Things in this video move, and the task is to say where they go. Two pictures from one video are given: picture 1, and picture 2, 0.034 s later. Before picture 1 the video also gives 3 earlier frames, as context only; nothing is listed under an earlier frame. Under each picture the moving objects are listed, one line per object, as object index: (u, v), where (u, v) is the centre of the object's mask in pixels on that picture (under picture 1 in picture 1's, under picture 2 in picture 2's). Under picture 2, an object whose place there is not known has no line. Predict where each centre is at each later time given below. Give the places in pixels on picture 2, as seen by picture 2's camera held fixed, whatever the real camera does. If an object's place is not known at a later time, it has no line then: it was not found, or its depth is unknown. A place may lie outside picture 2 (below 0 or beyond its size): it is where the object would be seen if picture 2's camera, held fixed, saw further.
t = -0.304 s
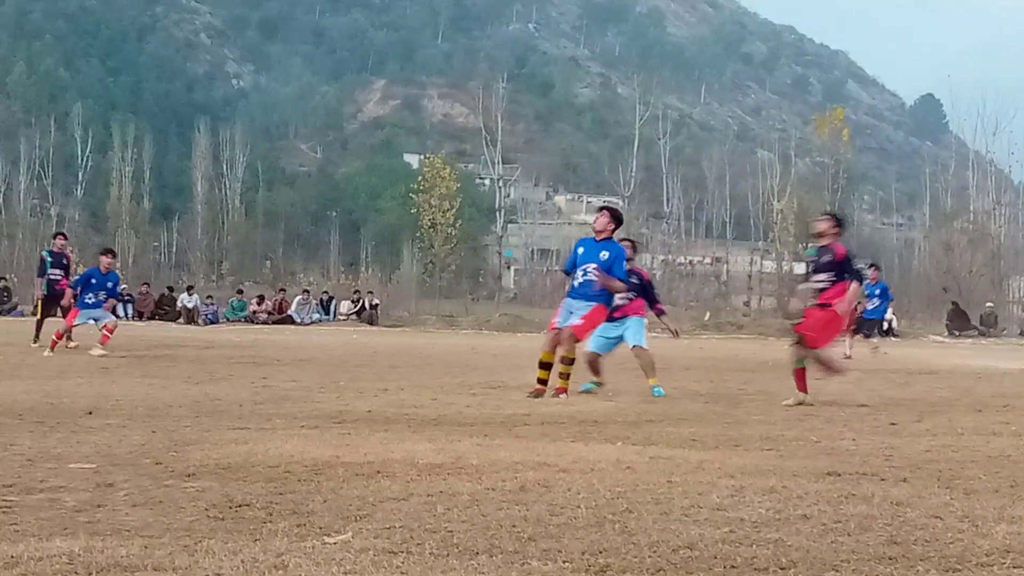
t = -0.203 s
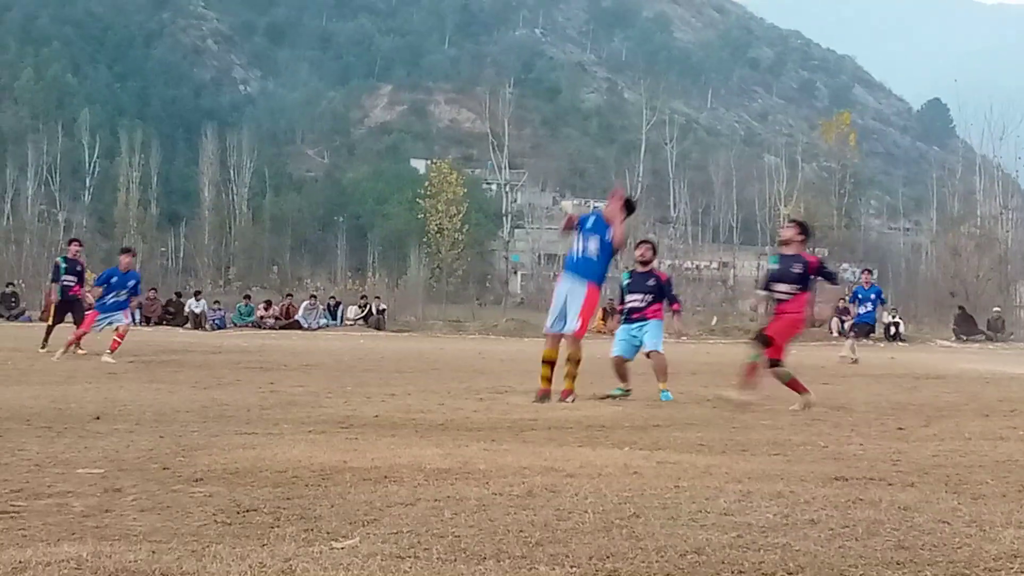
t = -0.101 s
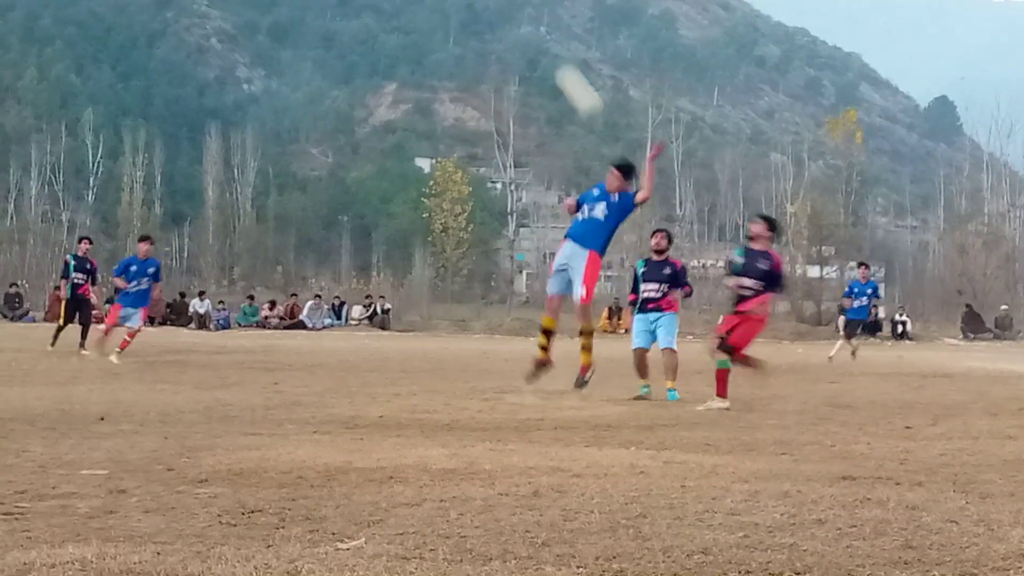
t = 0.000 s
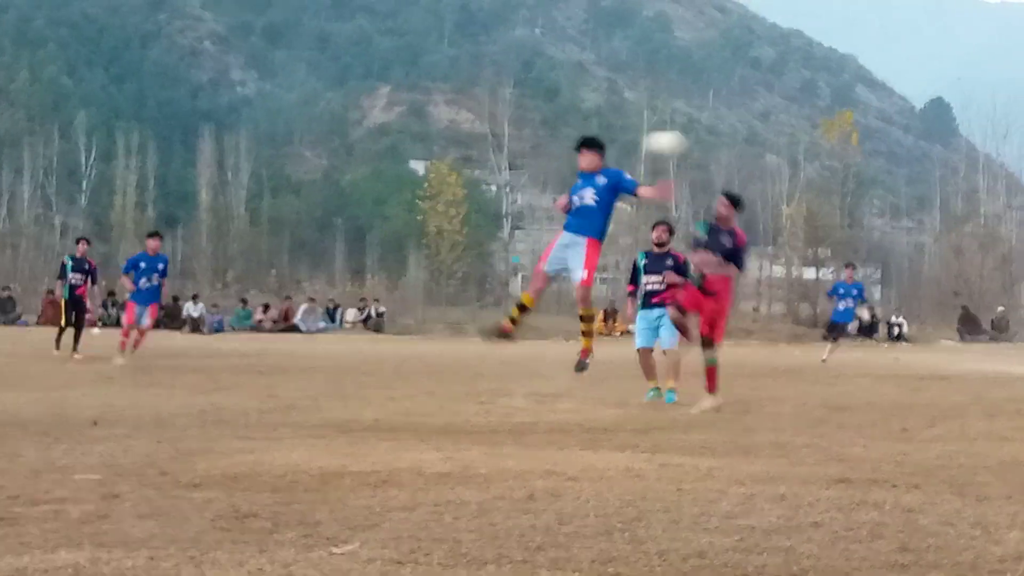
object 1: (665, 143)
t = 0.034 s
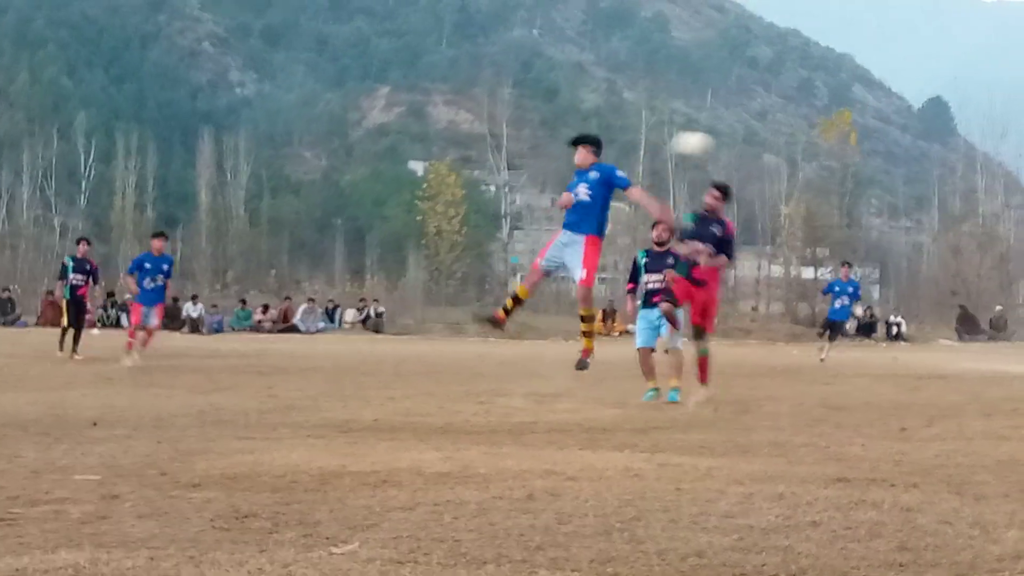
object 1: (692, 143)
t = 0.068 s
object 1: (719, 146)
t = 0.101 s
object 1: (744, 149)
